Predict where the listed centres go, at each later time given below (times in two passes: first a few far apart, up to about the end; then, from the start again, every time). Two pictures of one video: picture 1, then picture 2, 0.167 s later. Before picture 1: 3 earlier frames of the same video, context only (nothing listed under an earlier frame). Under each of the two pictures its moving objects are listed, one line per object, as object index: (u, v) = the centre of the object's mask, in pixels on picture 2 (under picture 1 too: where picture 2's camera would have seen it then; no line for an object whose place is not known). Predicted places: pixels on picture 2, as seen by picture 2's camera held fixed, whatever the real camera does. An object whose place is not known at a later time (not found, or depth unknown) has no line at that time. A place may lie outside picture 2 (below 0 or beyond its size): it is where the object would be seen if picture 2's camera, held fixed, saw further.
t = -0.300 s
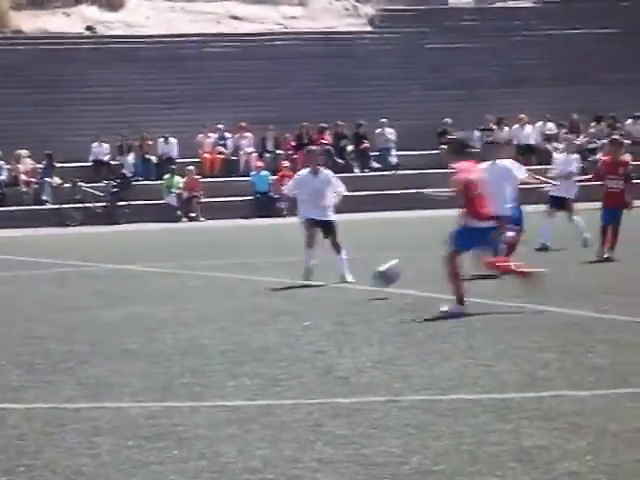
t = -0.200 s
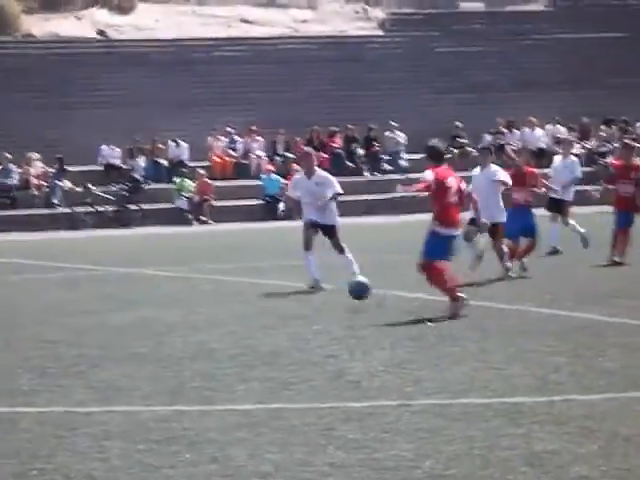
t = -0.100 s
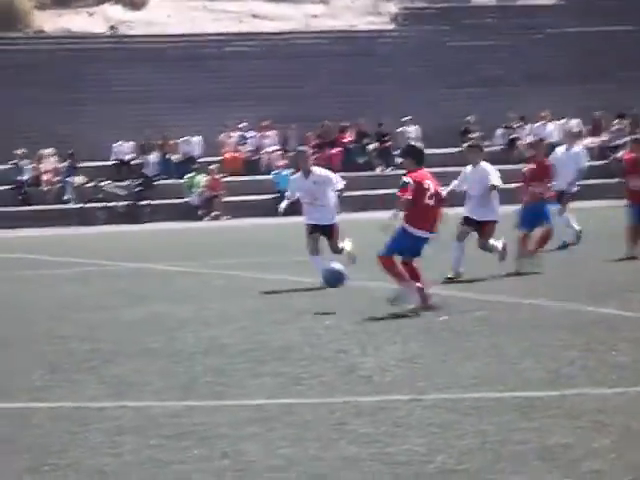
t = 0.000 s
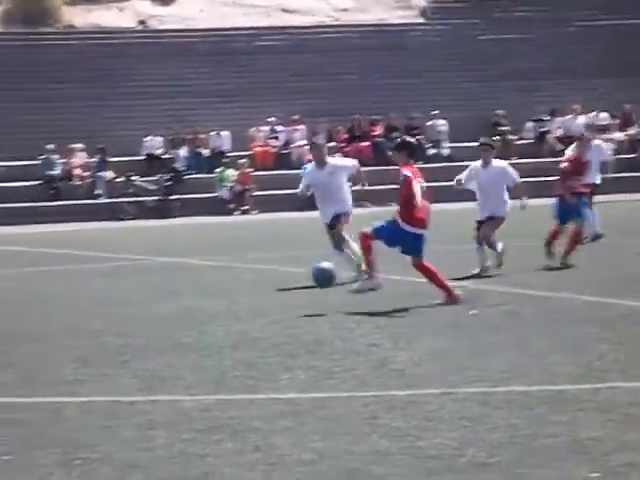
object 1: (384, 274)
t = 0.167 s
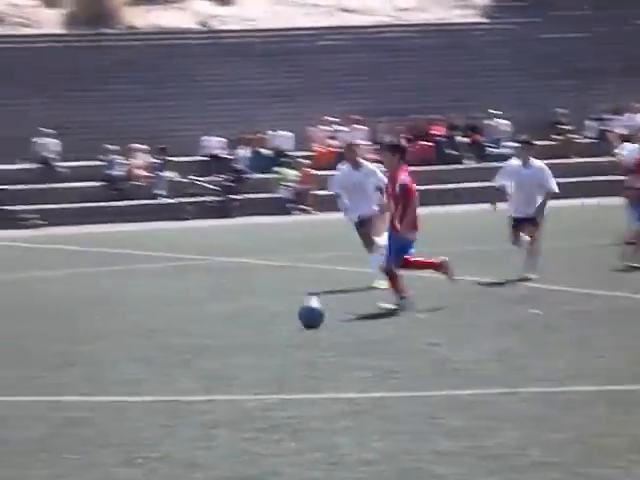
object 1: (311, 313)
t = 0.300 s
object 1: (253, 304)
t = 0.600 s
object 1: (102, 338)
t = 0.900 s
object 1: (-87, 376)
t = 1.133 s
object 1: (-279, 415)
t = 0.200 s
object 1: (297, 310)
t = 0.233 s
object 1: (283, 306)
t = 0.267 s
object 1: (268, 305)
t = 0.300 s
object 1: (253, 304)
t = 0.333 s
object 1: (238, 306)
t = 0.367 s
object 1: (223, 309)
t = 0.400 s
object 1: (207, 314)
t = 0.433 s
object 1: (190, 321)
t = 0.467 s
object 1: (174, 330)
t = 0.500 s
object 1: (158, 339)
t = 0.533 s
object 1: (141, 341)
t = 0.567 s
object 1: (121, 338)
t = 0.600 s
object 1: (102, 338)
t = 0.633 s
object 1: (85, 339)
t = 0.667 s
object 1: (65, 342)
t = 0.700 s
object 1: (43, 347)
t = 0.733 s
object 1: (25, 353)
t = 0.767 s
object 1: (4, 363)
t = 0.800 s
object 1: (-18, 374)
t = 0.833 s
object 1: (-41, 375)
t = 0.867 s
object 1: (-64, 375)
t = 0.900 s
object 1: (-87, 376)
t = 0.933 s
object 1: (-113, 380)
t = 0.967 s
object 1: (-139, 387)
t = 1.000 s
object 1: (-166, 396)
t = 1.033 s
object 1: (-193, 407)
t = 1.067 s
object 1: (-220, 411)
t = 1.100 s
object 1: (-250, 411)
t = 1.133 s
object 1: (-279, 415)
